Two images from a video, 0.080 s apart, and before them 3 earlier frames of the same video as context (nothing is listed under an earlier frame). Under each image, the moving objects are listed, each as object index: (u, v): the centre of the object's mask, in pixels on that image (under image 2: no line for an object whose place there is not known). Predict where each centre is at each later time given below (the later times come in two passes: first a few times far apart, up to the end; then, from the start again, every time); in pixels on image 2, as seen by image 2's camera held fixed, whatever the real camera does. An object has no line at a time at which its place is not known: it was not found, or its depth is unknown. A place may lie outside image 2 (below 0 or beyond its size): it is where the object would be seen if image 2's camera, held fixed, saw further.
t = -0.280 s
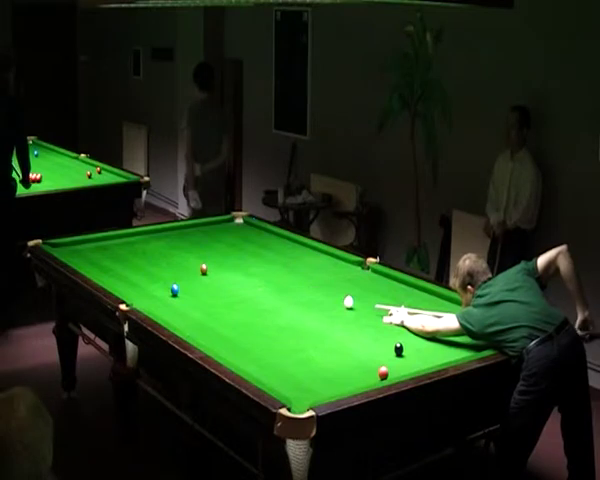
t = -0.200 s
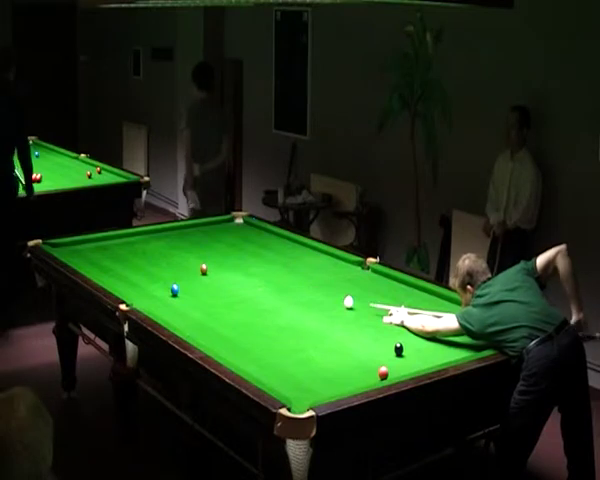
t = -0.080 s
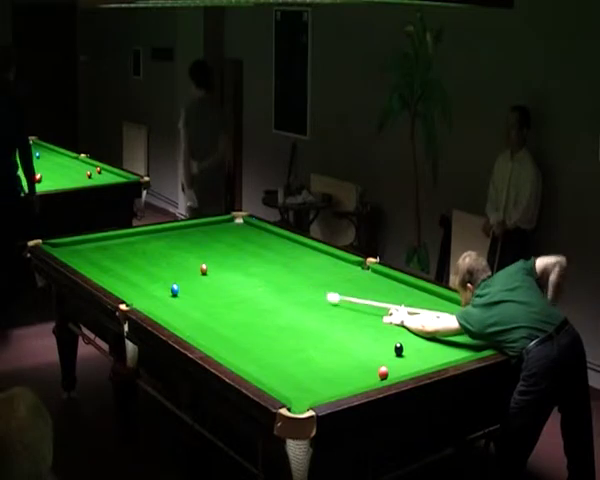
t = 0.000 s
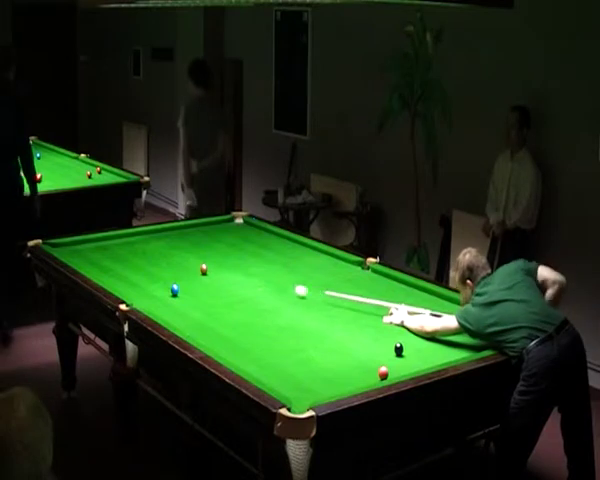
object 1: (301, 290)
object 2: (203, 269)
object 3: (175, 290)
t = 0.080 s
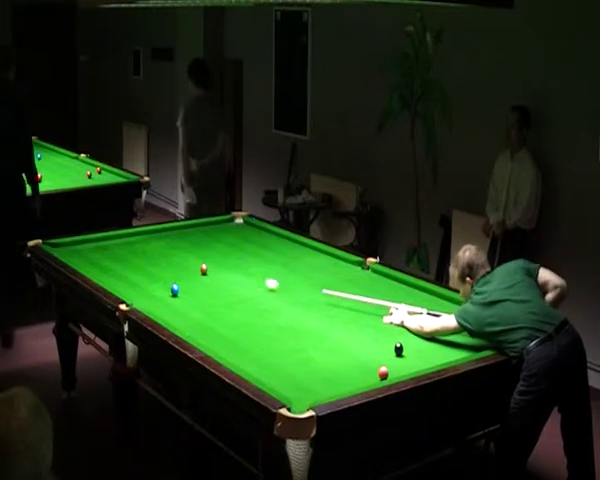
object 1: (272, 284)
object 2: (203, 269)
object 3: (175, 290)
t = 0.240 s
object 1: (216, 271)
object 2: (203, 269)
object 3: (174, 290)
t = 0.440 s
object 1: (207, 267)
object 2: (152, 257)
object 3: (174, 290)
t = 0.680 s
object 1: (192, 263)
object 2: (100, 247)
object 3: (174, 290)
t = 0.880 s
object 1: (179, 258)
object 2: (73, 244)
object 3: (174, 290)
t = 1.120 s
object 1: (164, 254)
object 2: (73, 252)
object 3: (174, 290)
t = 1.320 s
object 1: (153, 250)
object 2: (74, 259)
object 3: (174, 290)
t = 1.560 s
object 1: (140, 246)
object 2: (92, 266)
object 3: (174, 290)
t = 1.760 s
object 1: (130, 243)
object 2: (107, 271)
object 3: (174, 290)
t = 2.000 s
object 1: (119, 239)
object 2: (126, 277)
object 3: (174, 290)
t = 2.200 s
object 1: (110, 236)
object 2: (141, 281)
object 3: (174, 290)
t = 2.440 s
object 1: (111, 238)
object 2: (161, 286)
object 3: (174, 290)
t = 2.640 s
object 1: (114, 240)
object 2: (170, 288)
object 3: (180, 292)
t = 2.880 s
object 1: (116, 243)
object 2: (175, 290)
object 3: (192, 296)
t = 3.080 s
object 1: (118, 245)
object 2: (179, 290)
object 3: (201, 299)
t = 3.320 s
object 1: (121, 247)
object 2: (183, 291)
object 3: (212, 303)
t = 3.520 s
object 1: (124, 248)
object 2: (186, 291)
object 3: (221, 306)
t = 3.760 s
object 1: (126, 250)
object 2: (189, 292)
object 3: (231, 310)
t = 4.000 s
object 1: (128, 252)
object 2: (191, 292)
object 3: (241, 313)
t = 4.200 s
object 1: (130, 254)
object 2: (192, 292)
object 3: (249, 315)
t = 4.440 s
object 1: (132, 255)
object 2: (193, 292)
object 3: (258, 318)
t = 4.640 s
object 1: (133, 256)
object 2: (194, 292)
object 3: (265, 321)
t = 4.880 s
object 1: (134, 257)
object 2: (193, 292)
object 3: (273, 323)
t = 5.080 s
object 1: (135, 258)
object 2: (193, 292)
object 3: (279, 325)
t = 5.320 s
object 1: (137, 259)
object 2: (193, 292)
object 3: (286, 327)
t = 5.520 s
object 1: (137, 260)
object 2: (193, 292)
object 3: (291, 328)
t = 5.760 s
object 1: (138, 260)
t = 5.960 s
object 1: (138, 260)
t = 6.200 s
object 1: (139, 260)
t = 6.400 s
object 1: (138, 260)
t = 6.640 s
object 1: (138, 260)
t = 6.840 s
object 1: (138, 260)
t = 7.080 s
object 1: (138, 260)
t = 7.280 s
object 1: (138, 260)
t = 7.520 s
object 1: (138, 260)
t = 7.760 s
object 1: (138, 260)
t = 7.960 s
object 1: (138, 260)
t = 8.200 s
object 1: (138, 260)
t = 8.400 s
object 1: (138, 260)
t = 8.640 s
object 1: (138, 260)
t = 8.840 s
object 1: (138, 260)
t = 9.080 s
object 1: (138, 260)
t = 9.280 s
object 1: (138, 260)
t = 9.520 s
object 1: (138, 260)
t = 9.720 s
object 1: (138, 260)
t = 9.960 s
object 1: (138, 260)
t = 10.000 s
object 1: (138, 260)
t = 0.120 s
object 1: (257, 281)
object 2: (203, 269)
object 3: (174, 290)
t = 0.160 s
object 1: (243, 277)
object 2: (203, 269)
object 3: (174, 290)
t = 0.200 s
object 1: (229, 274)
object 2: (203, 269)
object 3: (174, 290)
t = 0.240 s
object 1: (216, 271)
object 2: (203, 269)
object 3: (174, 290)
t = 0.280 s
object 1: (209, 269)
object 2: (197, 267)
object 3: (174, 290)
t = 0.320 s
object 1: (209, 269)
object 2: (185, 265)
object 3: (174, 290)
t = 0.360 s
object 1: (209, 268)
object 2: (173, 262)
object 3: (174, 290)
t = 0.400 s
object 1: (208, 268)
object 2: (163, 260)
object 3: (174, 290)
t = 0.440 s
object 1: (207, 267)
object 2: (152, 257)
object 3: (174, 290)
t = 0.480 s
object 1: (205, 267)
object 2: (142, 256)
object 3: (174, 290)
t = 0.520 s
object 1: (202, 266)
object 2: (133, 253)
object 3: (174, 290)
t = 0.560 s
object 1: (200, 265)
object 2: (124, 252)
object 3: (174, 290)
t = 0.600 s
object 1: (197, 264)
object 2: (116, 250)
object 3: (174, 290)
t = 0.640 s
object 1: (194, 264)
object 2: (108, 248)
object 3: (174, 290)
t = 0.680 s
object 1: (192, 263)
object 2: (100, 247)
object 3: (174, 290)
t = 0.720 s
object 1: (189, 262)
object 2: (93, 246)
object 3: (174, 290)
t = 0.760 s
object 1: (186, 261)
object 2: (86, 244)
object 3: (174, 290)
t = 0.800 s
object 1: (184, 260)
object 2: (79, 243)
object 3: (174, 290)
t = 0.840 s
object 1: (181, 259)
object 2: (73, 242)
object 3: (174, 290)
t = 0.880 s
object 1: (179, 258)
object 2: (73, 244)
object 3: (174, 290)
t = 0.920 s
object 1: (176, 257)
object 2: (74, 245)
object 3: (174, 290)
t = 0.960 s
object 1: (174, 257)
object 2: (74, 247)
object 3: (174, 290)
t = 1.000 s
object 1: (172, 256)
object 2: (73, 249)
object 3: (174, 290)
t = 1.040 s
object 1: (169, 255)
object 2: (73, 250)
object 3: (174, 290)
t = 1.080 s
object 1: (167, 255)
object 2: (73, 251)
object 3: (174, 290)
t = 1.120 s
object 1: (164, 254)
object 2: (73, 252)
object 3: (174, 290)
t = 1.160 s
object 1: (162, 253)
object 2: (73, 254)
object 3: (174, 290)
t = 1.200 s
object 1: (159, 253)
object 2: (73, 256)
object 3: (174, 290)
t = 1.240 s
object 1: (157, 252)
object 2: (73, 257)
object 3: (174, 290)
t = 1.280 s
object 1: (155, 251)
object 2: (73, 257)
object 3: (174, 290)
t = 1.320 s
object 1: (153, 250)
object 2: (74, 259)
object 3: (174, 290)
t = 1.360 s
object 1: (151, 250)
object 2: (77, 259)
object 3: (174, 290)
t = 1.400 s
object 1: (149, 249)
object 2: (81, 261)
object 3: (175, 290)
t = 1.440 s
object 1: (146, 248)
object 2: (83, 263)
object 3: (174, 290)
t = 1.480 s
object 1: (144, 247)
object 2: (86, 264)
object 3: (174, 290)
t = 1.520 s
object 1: (142, 247)
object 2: (89, 265)
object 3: (174, 290)
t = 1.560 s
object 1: (140, 246)
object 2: (92, 266)
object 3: (174, 290)
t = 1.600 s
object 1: (138, 246)
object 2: (96, 267)
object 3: (174, 290)
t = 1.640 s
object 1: (136, 245)
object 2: (98, 268)
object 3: (174, 290)
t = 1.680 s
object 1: (134, 244)
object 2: (101, 269)
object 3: (174, 290)
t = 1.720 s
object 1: (132, 244)
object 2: (104, 270)
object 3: (174, 290)
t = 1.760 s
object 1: (130, 243)
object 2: (107, 271)
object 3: (174, 290)
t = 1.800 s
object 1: (128, 242)
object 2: (110, 272)
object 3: (174, 290)
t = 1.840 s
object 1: (126, 242)
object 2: (114, 273)
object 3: (174, 290)
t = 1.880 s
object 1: (124, 241)
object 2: (116, 273)
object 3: (174, 290)
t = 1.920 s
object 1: (123, 241)
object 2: (119, 275)
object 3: (174, 290)
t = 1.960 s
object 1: (121, 240)
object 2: (123, 275)
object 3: (174, 290)
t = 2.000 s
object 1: (119, 239)
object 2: (126, 277)
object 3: (174, 290)
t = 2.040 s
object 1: (117, 239)
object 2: (129, 277)
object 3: (174, 290)
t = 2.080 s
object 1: (115, 238)
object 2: (132, 278)
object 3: (174, 290)
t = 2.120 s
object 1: (114, 238)
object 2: (135, 280)
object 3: (174, 290)
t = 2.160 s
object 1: (112, 237)
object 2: (138, 280)
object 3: (174, 290)
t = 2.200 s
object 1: (110, 236)
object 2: (141, 281)
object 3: (174, 290)
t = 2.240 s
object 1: (109, 236)
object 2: (145, 282)
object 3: (174, 290)
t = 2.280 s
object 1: (109, 236)
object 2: (148, 283)
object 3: (174, 290)
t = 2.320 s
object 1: (110, 236)
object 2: (151, 284)
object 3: (174, 290)
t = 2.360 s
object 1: (110, 237)
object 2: (154, 285)
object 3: (174, 290)
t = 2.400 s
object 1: (111, 237)
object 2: (157, 285)
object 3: (174, 290)
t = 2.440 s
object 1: (111, 238)
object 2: (161, 286)
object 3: (174, 290)
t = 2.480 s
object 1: (112, 238)
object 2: (164, 287)
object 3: (174, 290)
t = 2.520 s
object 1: (112, 239)
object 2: (167, 288)
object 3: (174, 290)
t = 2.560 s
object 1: (112, 239)
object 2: (168, 288)
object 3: (176, 291)
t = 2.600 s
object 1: (113, 240)
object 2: (169, 288)
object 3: (178, 292)
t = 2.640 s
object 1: (114, 240)
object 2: (170, 288)
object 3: (180, 292)
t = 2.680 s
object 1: (114, 241)
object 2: (171, 289)
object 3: (183, 293)
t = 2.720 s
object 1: (114, 241)
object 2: (172, 289)
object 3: (185, 294)
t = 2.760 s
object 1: (115, 241)
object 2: (173, 289)
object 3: (187, 294)
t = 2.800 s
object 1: (115, 242)
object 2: (173, 289)
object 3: (188, 295)
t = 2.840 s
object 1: (116, 242)
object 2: (174, 289)
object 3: (190, 296)
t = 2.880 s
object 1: (116, 243)
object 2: (175, 290)
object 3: (192, 296)
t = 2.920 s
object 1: (117, 243)
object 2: (176, 290)
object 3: (194, 297)
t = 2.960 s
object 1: (117, 243)
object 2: (177, 290)
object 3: (196, 297)
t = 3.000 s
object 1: (118, 244)
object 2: (178, 290)
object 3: (198, 298)
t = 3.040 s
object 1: (118, 244)
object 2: (178, 290)
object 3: (200, 299)
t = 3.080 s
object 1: (118, 245)
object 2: (179, 290)
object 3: (201, 299)
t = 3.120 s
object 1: (119, 245)
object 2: (180, 290)
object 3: (203, 300)
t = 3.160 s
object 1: (120, 245)
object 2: (180, 290)
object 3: (205, 301)
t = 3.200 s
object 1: (120, 246)
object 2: (181, 291)
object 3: (207, 302)
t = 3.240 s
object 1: (120, 246)
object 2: (182, 291)
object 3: (208, 302)
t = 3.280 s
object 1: (121, 247)
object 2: (183, 291)
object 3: (210, 302)
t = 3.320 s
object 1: (121, 247)
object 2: (183, 291)
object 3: (212, 303)
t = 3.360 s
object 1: (122, 247)
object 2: (184, 291)
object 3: (214, 304)
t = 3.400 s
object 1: (122, 247)
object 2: (184, 291)
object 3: (216, 304)
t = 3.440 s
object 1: (123, 248)
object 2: (185, 291)
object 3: (217, 305)
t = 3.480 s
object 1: (123, 248)
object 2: (185, 291)
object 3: (219, 306)
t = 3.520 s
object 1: (124, 248)
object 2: (186, 291)
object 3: (221, 306)
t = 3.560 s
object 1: (124, 249)
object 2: (186, 291)
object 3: (223, 307)
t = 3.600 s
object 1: (124, 249)
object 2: (187, 291)
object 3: (224, 307)
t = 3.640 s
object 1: (125, 249)
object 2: (188, 291)
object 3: (226, 308)
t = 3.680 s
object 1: (125, 249)
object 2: (188, 291)
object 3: (228, 308)
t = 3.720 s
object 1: (126, 250)
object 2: (188, 291)
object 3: (229, 309)
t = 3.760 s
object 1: (126, 250)
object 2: (189, 292)
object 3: (231, 310)
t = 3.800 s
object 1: (127, 251)
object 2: (189, 292)
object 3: (233, 310)
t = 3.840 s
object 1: (127, 251)
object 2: (189, 292)
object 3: (235, 311)
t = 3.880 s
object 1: (127, 251)
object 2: (190, 292)
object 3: (236, 311)
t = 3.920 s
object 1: (128, 252)
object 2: (190, 292)
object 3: (238, 312)
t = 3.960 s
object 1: (128, 252)
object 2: (190, 292)
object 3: (240, 312)
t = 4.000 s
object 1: (128, 252)
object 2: (191, 292)
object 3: (241, 313)
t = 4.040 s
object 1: (129, 253)
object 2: (191, 292)
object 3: (243, 313)
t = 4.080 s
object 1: (129, 253)
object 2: (191, 292)
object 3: (244, 314)
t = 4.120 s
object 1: (129, 253)
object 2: (192, 292)
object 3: (246, 314)
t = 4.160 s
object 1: (130, 253)
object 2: (192, 292)
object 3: (248, 315)
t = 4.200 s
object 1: (130, 254)
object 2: (192, 292)
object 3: (249, 315)
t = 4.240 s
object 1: (130, 254)
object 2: (192, 292)
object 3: (250, 316)
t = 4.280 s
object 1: (130, 254)
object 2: (192, 292)
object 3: (252, 316)
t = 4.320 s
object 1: (131, 254)
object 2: (193, 292)
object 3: (254, 317)
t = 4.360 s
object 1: (131, 255)
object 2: (193, 292)
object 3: (255, 317)
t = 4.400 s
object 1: (131, 255)
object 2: (193, 292)
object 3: (256, 318)
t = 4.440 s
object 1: (132, 255)
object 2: (193, 292)
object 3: (258, 318)
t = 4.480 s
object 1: (132, 255)
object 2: (193, 292)
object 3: (259, 318)
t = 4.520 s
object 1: (132, 256)
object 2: (193, 292)
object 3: (261, 319)
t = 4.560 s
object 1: (132, 256)
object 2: (194, 292)
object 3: (262, 319)
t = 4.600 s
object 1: (133, 256)
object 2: (194, 292)
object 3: (264, 320)
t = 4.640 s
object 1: (133, 256)
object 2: (194, 292)
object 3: (265, 321)
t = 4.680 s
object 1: (133, 256)
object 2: (194, 292)
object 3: (266, 321)
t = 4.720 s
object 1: (134, 256)
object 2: (194, 292)
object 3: (267, 321)
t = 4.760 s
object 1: (134, 257)
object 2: (194, 292)
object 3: (269, 322)
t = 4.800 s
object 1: (134, 257)
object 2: (194, 292)
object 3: (270, 322)
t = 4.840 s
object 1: (134, 257)
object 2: (194, 292)
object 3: (271, 322)
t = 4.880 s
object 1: (134, 257)
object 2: (193, 292)
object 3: (273, 323)
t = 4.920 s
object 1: (135, 257)
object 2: (193, 292)
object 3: (274, 323)
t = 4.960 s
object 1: (135, 258)
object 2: (193, 292)
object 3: (275, 324)
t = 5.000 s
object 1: (135, 258)
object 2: (193, 292)
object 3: (277, 324)
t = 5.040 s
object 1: (135, 258)
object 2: (193, 292)
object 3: (278, 325)
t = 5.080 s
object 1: (135, 258)
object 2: (193, 292)
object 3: (279, 325)
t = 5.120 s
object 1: (136, 259)
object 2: (193, 292)
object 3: (280, 325)
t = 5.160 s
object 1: (136, 259)
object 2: (193, 292)
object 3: (281, 325)
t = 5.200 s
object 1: (136, 259)
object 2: (193, 292)
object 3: (283, 326)
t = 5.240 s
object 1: (137, 259)
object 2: (193, 292)
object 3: (284, 326)
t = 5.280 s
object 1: (137, 259)
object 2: (193, 292)
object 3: (285, 327)
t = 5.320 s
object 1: (137, 259)
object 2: (193, 292)
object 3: (286, 327)
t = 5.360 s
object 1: (137, 259)
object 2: (193, 292)
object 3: (287, 327)
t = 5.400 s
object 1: (137, 259)
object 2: (193, 292)
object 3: (288, 327)
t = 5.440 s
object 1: (137, 260)
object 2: (193, 292)
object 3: (289, 328)
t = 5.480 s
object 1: (137, 260)
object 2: (193, 292)
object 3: (290, 328)
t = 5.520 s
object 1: (137, 260)
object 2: (193, 292)
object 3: (291, 328)
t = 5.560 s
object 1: (138, 260)
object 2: (193, 292)
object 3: (292, 329)
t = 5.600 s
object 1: (138, 260)
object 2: (193, 292)
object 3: (293, 329)
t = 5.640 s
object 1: (138, 260)
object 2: (193, 292)
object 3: (294, 329)
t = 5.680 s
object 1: (138, 260)
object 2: (193, 292)
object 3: (295, 329)
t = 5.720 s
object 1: (138, 260)
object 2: (193, 292)
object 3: (296, 329)
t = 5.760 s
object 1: (138, 260)
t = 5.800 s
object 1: (138, 260)
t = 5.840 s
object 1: (138, 260)
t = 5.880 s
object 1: (138, 260)
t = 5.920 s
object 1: (138, 260)
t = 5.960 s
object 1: (138, 260)
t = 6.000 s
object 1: (138, 260)
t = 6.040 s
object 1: (138, 260)
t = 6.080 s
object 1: (138, 260)
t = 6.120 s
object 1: (139, 260)
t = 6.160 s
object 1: (139, 260)
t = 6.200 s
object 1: (139, 260)
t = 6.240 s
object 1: (138, 260)
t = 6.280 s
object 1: (138, 260)
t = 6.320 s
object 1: (138, 260)
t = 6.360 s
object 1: (138, 260)
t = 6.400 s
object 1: (138, 260)
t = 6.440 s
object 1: (138, 260)
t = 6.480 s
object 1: (138, 260)
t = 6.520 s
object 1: (138, 260)
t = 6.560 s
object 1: (138, 260)
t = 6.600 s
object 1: (138, 260)
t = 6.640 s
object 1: (138, 260)
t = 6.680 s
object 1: (138, 260)
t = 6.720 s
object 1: (138, 260)
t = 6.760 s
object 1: (138, 260)
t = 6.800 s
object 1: (138, 260)
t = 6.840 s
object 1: (138, 260)
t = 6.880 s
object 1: (138, 260)
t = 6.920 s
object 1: (138, 260)
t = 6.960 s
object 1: (138, 260)
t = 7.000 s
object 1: (138, 260)
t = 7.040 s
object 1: (138, 260)
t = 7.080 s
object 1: (138, 260)
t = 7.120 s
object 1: (138, 260)
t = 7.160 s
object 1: (138, 260)
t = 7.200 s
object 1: (138, 260)
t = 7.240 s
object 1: (138, 260)
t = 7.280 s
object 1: (138, 260)
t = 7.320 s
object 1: (138, 260)
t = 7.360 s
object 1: (138, 260)
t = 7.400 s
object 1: (138, 260)
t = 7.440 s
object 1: (138, 260)
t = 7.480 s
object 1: (138, 260)
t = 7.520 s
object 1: (138, 260)
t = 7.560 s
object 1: (138, 260)
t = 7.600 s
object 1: (138, 260)
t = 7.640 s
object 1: (138, 260)
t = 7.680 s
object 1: (138, 260)
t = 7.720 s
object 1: (138, 260)
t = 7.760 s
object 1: (138, 260)
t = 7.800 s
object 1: (138, 260)
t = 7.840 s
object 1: (138, 260)
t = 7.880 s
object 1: (138, 260)
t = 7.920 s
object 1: (138, 260)
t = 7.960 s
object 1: (138, 260)
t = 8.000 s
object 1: (138, 260)
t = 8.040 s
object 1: (138, 260)
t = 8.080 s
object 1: (138, 260)
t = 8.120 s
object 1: (139, 260)
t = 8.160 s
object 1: (139, 260)
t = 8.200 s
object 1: (138, 260)
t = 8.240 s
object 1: (138, 260)
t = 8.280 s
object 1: (138, 260)
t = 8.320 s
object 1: (138, 260)
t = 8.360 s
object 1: (138, 260)
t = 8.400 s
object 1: (138, 260)
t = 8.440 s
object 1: (138, 260)
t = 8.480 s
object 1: (138, 260)
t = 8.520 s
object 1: (138, 260)
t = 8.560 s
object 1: (138, 260)
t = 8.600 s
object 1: (138, 260)
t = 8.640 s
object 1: (138, 260)
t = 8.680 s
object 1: (138, 260)
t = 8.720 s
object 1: (138, 260)
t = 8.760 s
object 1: (138, 260)
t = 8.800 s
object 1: (138, 260)
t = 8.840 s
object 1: (138, 260)
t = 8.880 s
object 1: (138, 260)
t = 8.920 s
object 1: (138, 260)
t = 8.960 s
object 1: (138, 260)
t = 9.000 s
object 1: (138, 260)
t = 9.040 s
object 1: (138, 260)
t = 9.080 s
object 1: (138, 260)
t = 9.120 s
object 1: (138, 260)
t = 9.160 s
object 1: (138, 260)
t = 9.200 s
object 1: (138, 260)
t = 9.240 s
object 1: (138, 260)
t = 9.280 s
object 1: (138, 260)
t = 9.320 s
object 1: (138, 260)
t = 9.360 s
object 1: (138, 260)
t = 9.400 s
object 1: (138, 260)
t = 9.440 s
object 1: (138, 260)
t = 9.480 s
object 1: (138, 260)
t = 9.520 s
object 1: (138, 260)
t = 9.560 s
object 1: (138, 260)
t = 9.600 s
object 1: (138, 260)
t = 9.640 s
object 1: (138, 260)
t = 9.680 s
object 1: (138, 260)
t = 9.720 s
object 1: (138, 260)
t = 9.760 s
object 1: (138, 260)
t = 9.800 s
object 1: (138, 260)
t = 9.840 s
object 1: (138, 260)
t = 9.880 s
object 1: (138, 260)
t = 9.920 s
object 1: (138, 260)
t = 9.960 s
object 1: (138, 260)
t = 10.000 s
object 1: (138, 260)
